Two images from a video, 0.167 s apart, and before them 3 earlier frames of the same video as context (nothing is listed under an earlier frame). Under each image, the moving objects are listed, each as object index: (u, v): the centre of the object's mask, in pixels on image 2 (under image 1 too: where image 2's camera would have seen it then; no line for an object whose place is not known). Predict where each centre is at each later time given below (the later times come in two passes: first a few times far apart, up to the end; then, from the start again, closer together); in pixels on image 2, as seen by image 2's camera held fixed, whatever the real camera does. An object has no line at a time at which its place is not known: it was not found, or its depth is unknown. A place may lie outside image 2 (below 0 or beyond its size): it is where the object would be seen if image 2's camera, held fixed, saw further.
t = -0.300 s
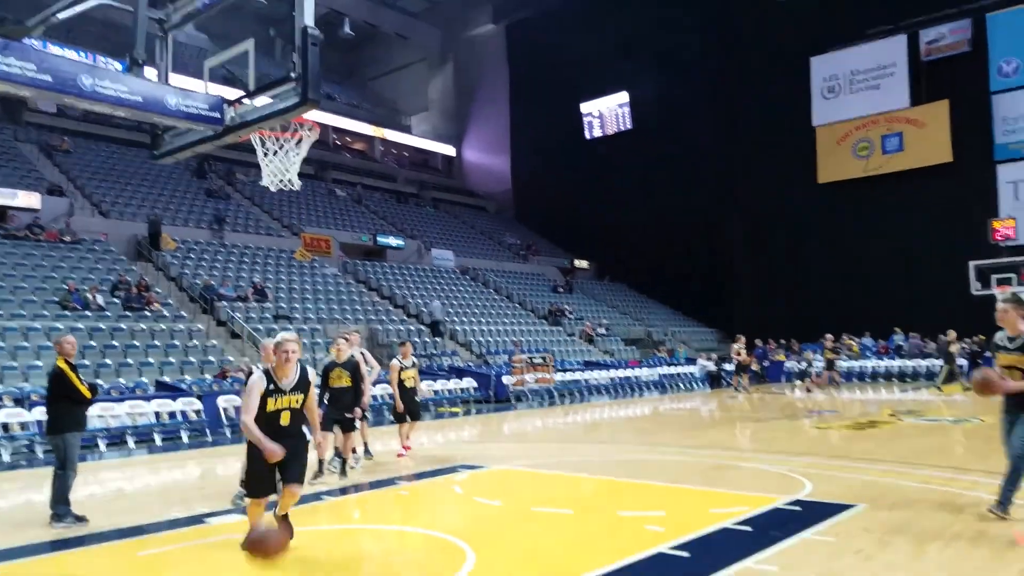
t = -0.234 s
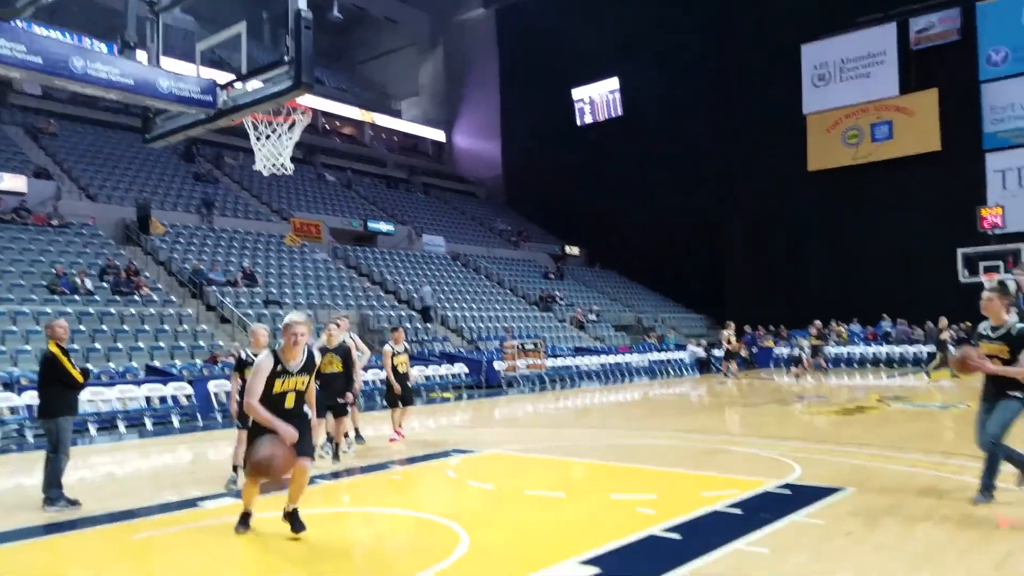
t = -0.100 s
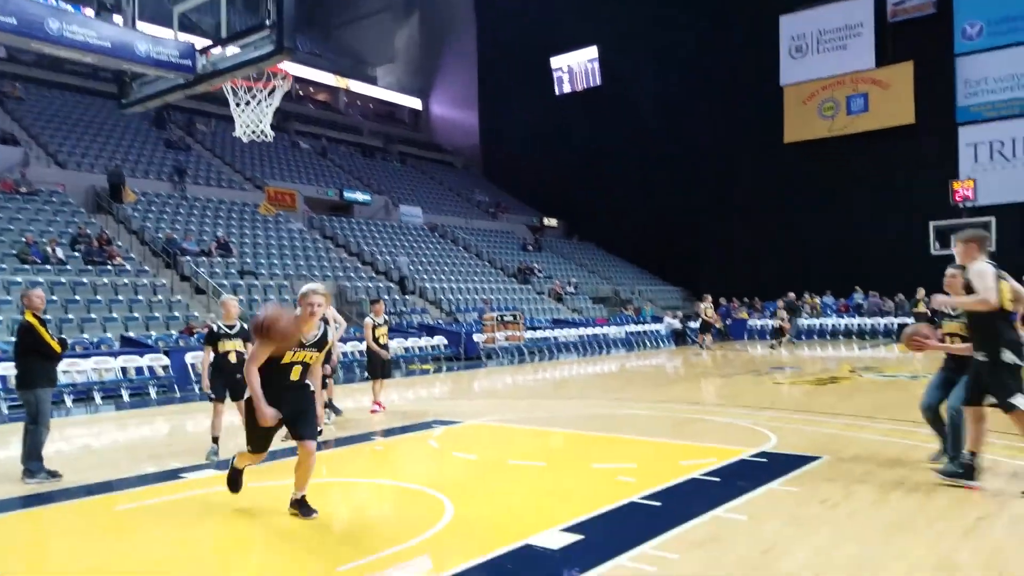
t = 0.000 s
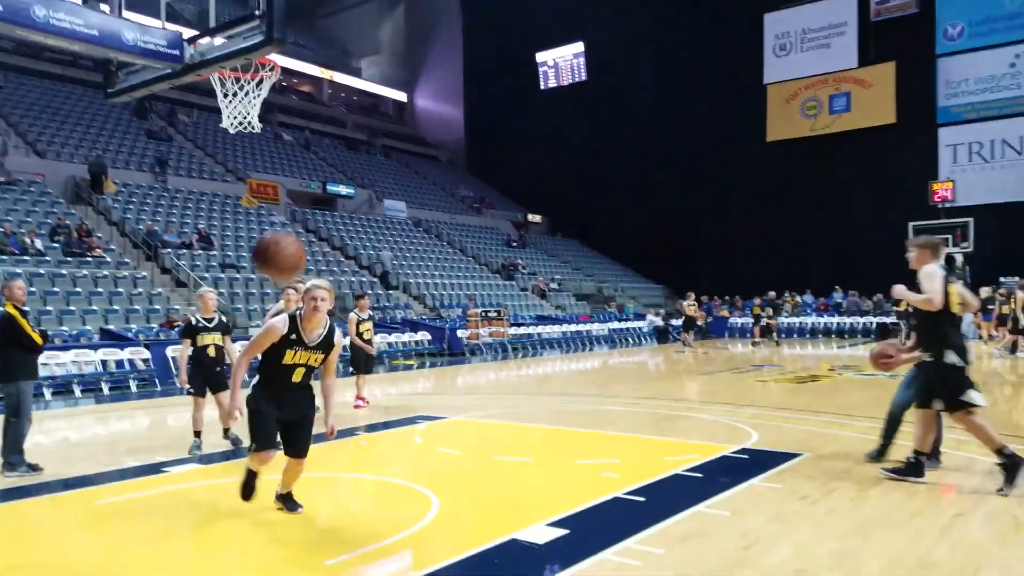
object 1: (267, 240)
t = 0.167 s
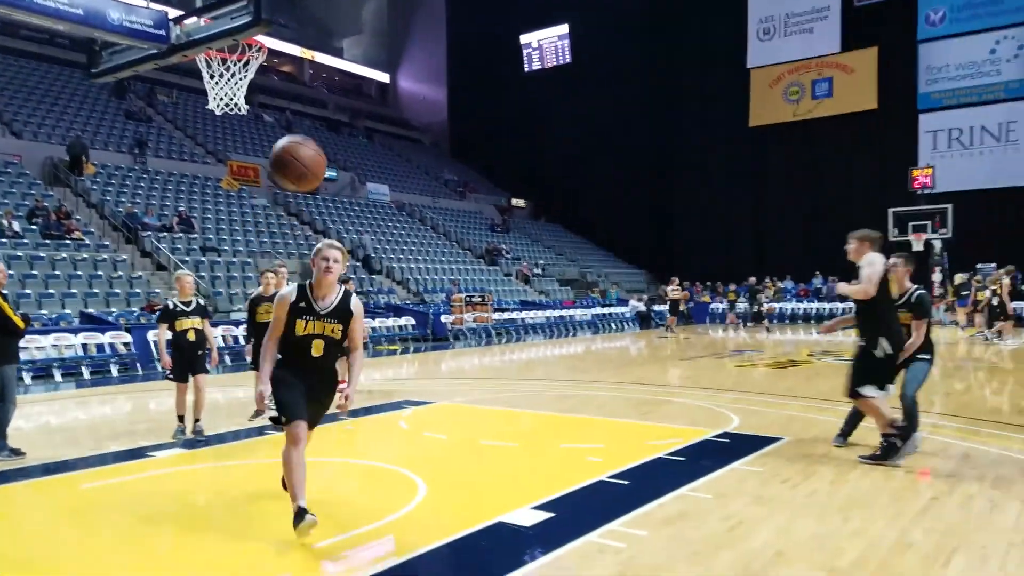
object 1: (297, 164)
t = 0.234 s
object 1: (312, 150)
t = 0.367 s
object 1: (342, 142)
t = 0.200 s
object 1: (305, 156)
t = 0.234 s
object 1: (312, 150)
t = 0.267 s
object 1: (320, 143)
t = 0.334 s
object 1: (335, 140)
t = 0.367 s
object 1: (342, 142)
